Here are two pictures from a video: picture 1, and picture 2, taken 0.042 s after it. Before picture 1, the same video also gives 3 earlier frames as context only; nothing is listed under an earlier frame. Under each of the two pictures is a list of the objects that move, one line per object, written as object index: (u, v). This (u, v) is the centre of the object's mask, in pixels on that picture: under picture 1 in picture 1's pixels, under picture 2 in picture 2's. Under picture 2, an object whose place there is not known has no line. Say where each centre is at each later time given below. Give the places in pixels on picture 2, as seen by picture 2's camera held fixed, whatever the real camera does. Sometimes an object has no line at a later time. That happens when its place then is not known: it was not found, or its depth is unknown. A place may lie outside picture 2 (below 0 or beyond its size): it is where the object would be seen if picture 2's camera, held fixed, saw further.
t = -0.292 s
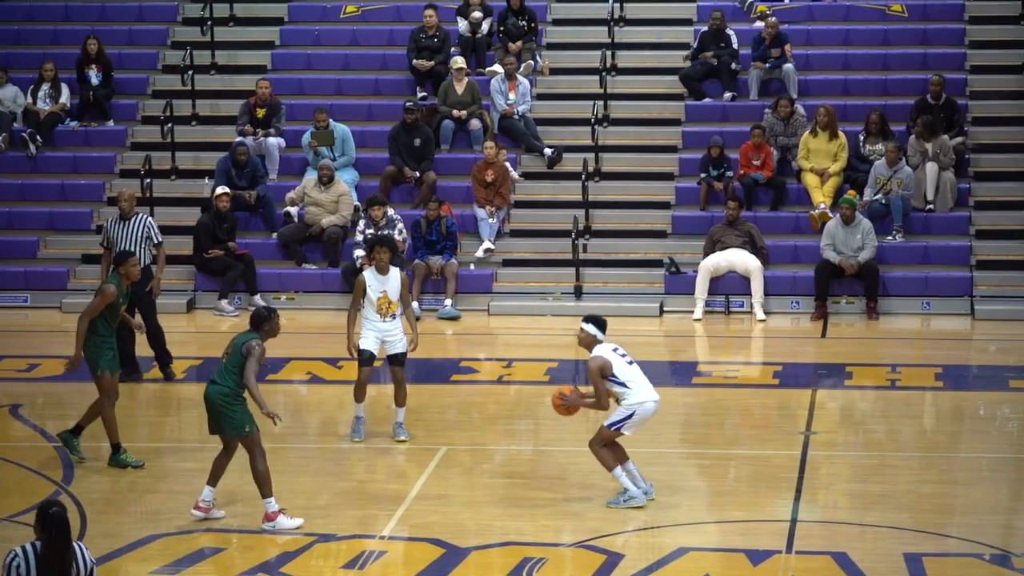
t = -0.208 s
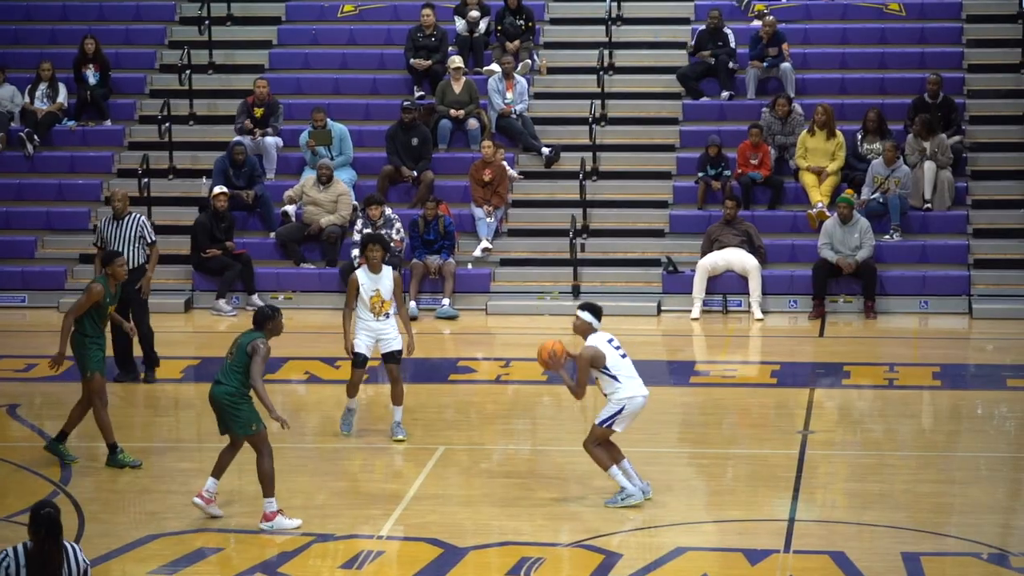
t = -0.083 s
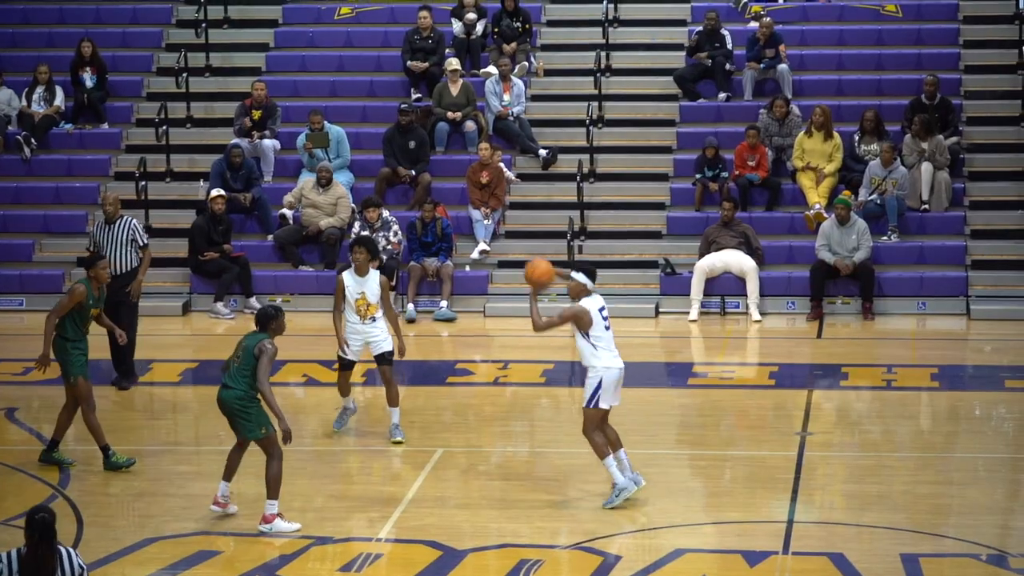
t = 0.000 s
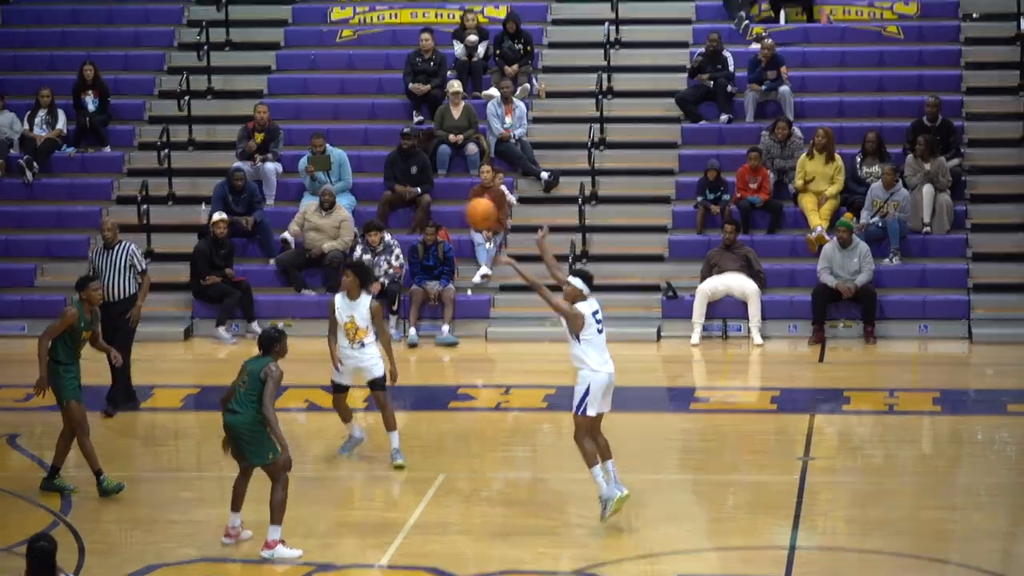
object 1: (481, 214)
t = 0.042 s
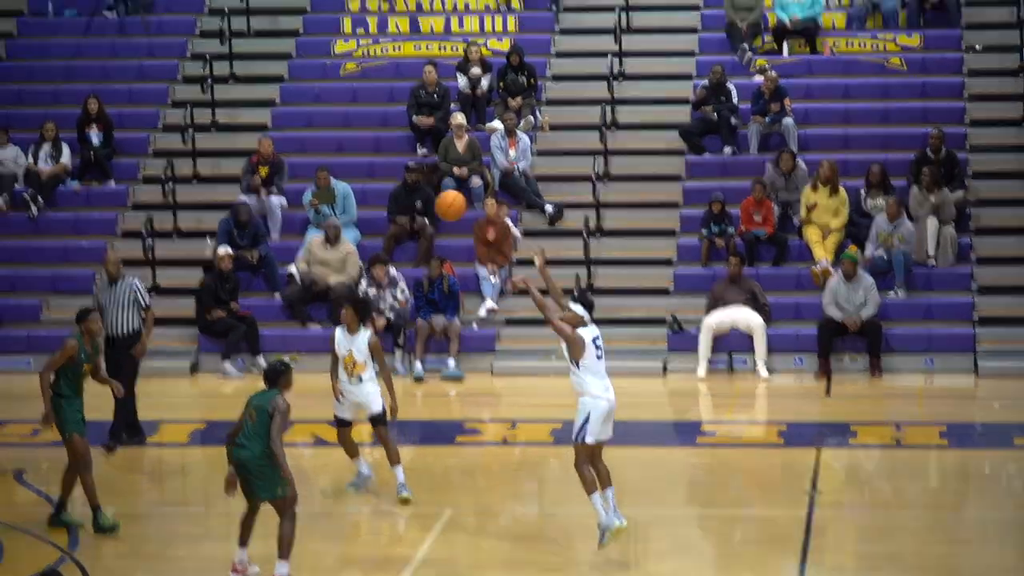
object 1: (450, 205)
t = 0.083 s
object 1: (415, 166)
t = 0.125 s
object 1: (379, 128)
